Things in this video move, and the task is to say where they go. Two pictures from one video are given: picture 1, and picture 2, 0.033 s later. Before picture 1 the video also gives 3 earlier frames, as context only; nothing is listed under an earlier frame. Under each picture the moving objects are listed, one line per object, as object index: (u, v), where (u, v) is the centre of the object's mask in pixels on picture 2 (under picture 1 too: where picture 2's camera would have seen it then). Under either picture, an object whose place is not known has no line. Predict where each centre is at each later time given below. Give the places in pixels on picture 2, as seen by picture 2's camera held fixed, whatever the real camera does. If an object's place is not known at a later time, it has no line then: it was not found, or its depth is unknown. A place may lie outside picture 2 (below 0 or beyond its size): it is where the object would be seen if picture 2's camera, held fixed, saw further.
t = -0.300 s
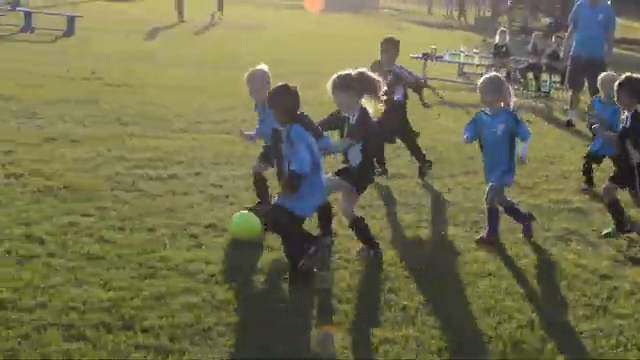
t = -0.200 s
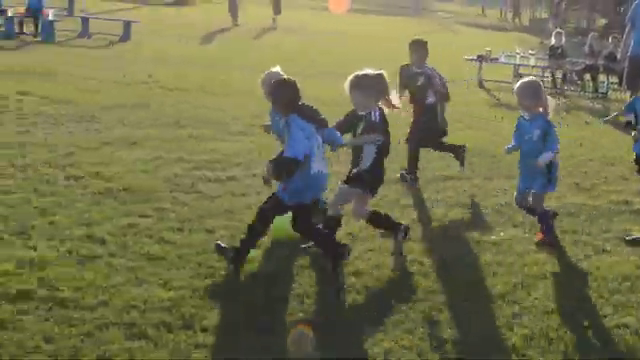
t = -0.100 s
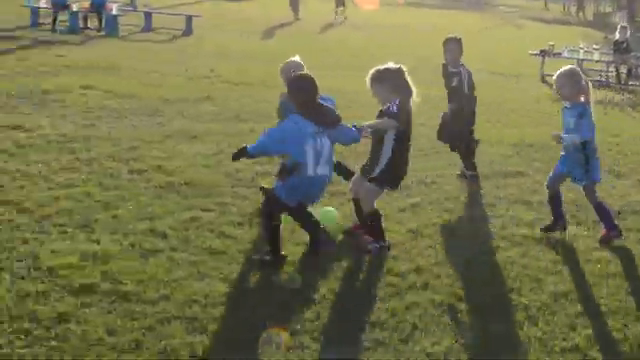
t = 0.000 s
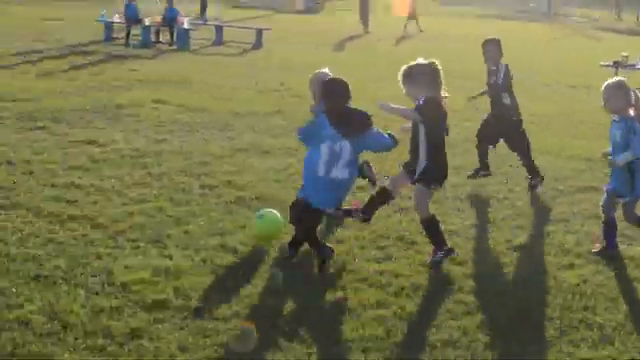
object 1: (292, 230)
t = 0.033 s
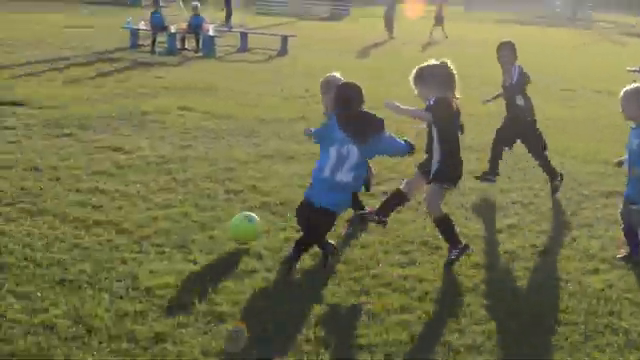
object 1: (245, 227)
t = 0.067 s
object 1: (199, 228)
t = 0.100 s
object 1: (155, 227)
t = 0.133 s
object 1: (115, 226)
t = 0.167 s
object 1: (79, 221)
